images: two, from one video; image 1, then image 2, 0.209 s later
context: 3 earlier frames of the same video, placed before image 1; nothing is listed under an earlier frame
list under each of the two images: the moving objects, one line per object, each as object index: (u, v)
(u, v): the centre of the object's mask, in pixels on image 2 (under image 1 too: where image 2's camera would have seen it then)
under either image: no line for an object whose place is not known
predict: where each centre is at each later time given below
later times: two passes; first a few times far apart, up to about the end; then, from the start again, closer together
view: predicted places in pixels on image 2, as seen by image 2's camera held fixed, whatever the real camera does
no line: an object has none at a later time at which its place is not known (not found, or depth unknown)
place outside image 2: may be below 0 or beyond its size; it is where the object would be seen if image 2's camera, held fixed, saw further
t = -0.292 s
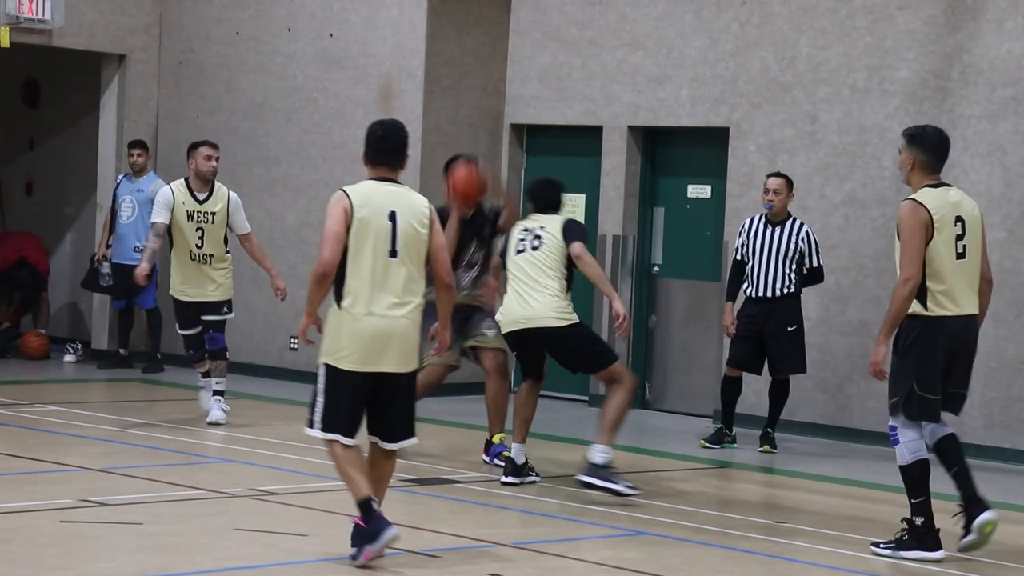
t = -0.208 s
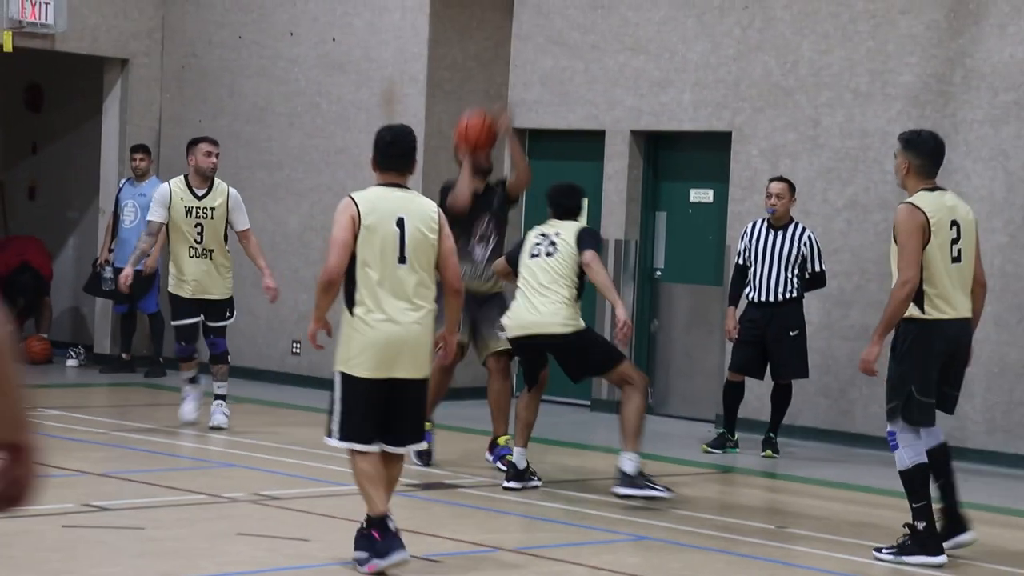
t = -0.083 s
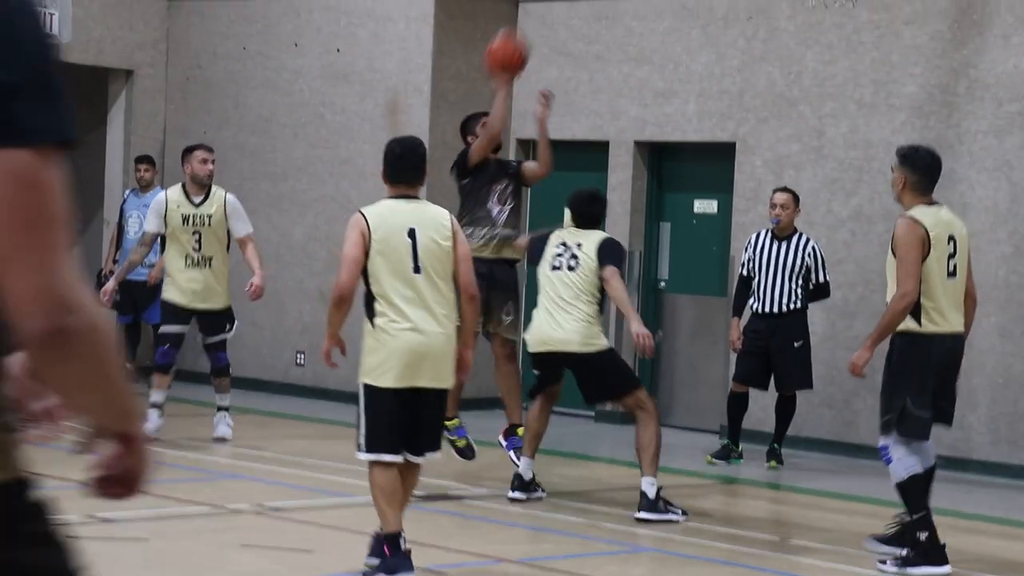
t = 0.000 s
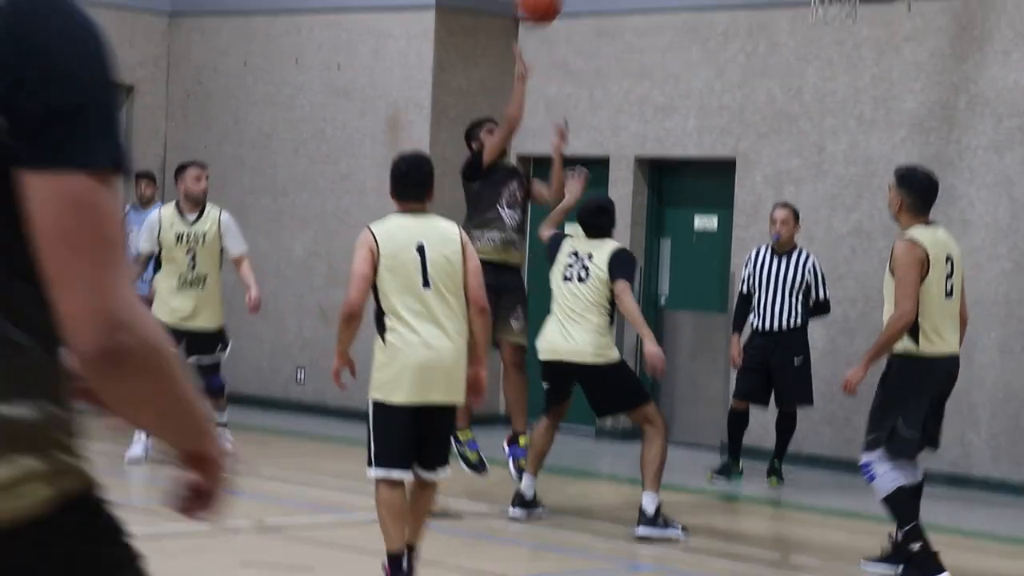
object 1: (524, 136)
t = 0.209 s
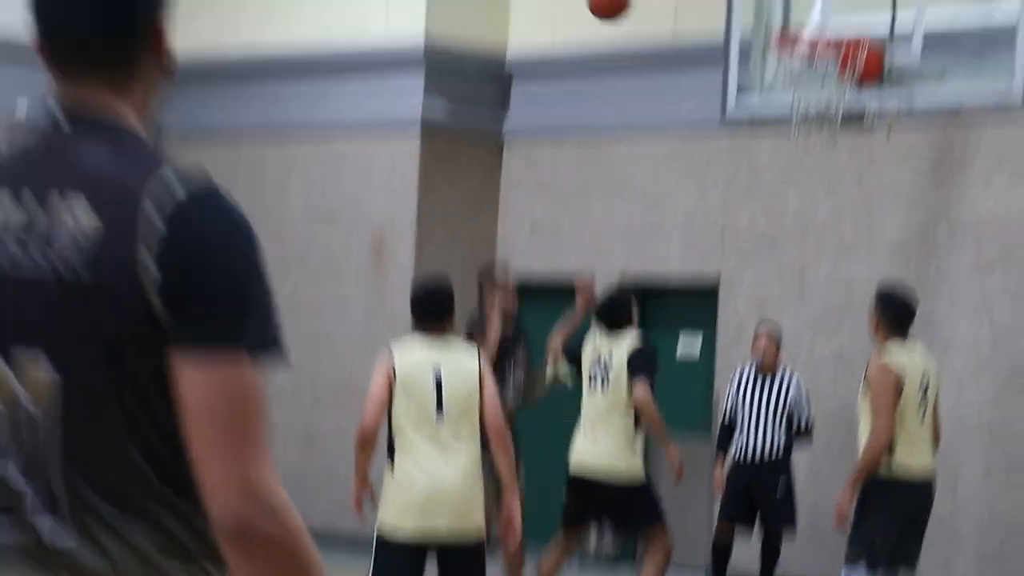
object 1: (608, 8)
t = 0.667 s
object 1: (798, 1)
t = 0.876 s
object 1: (821, 41)
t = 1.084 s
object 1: (810, 77)
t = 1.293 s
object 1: (847, 160)
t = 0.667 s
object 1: (798, 1)
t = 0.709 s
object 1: (817, 19)
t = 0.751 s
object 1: (828, 21)
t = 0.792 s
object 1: (838, 24)
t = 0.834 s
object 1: (838, 35)
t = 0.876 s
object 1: (821, 41)
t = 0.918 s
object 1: (805, 44)
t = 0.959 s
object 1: (799, 48)
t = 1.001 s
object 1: (793, 55)
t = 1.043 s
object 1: (801, 62)
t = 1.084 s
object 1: (810, 77)
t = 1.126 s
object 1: (817, 97)
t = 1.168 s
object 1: (828, 110)
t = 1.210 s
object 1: (835, 124)
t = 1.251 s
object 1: (841, 142)
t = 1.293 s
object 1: (847, 160)
